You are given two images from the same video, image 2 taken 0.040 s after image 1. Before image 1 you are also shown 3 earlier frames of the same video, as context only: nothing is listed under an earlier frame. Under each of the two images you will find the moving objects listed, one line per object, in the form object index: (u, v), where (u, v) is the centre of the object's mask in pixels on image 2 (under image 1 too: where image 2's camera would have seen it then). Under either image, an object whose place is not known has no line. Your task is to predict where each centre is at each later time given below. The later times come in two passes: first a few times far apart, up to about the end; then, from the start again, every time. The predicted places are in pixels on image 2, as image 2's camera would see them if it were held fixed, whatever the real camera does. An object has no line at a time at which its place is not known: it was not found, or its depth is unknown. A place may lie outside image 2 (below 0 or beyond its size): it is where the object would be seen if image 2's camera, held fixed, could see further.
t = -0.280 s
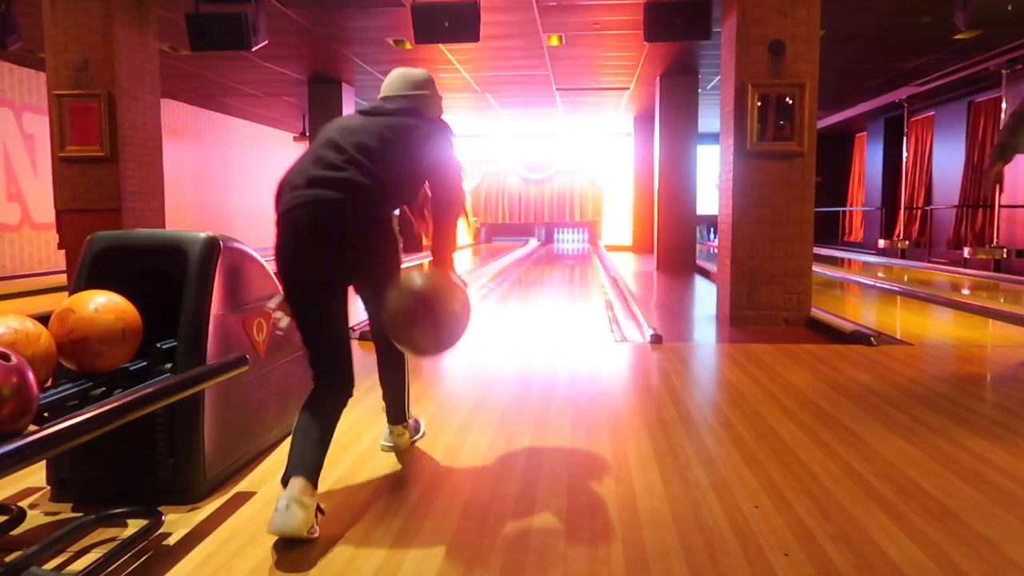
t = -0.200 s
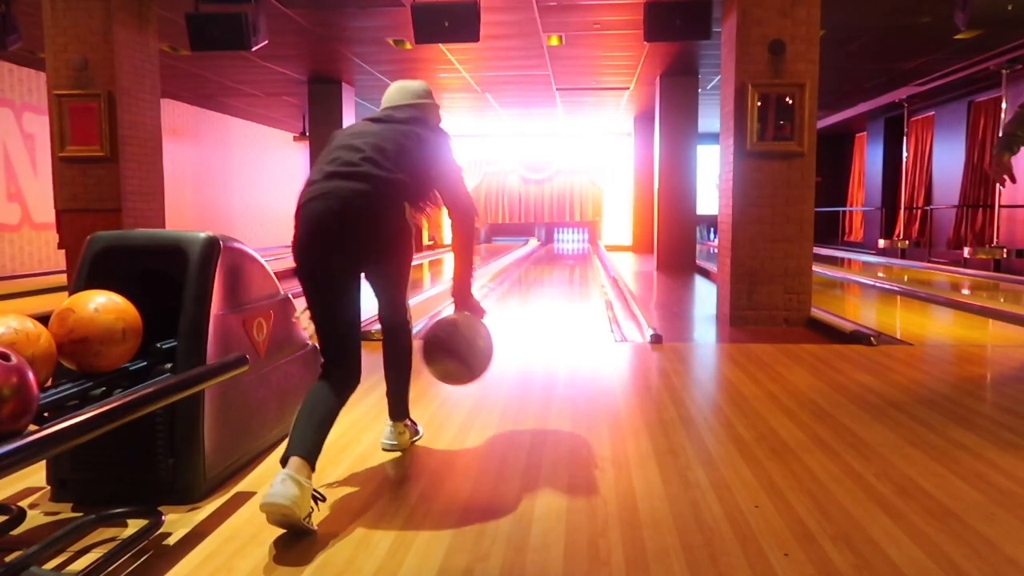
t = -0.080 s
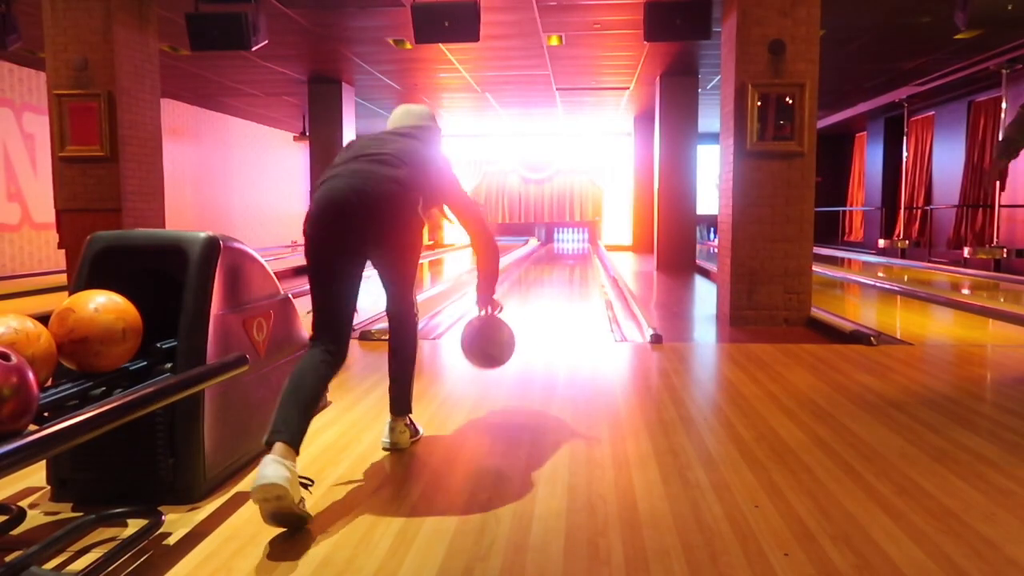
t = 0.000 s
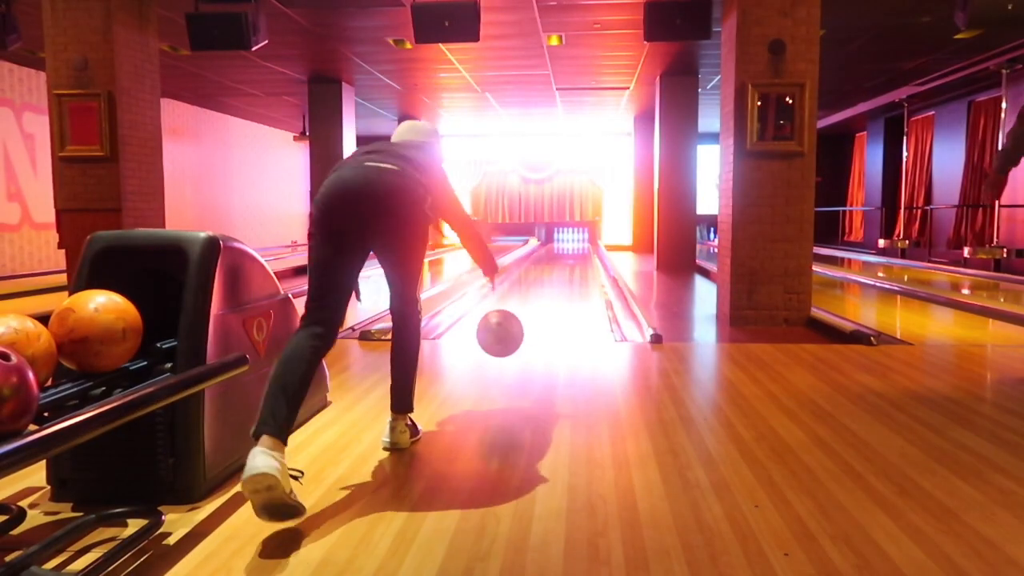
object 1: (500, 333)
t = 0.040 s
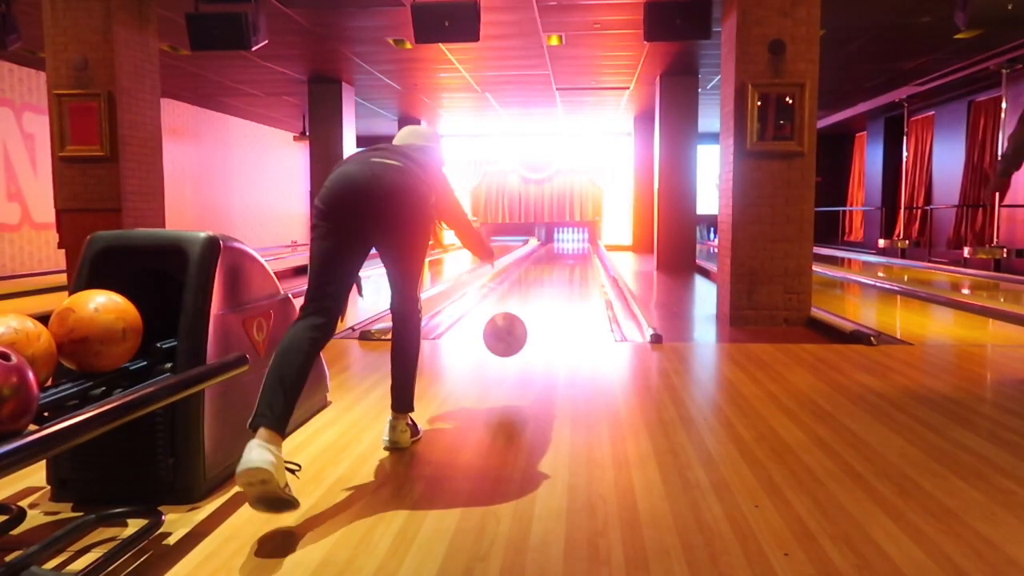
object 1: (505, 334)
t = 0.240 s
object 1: (522, 322)
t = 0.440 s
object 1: (533, 302)
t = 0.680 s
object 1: (542, 287)
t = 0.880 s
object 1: (546, 278)
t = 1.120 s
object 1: (551, 269)
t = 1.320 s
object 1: (553, 265)
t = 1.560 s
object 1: (556, 259)
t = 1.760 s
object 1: (557, 256)
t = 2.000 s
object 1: (559, 253)
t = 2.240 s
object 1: (560, 251)
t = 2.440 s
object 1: (561, 249)
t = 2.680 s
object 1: (562, 247)
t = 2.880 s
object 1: (563, 246)
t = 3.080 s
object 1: (564, 244)
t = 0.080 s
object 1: (509, 339)
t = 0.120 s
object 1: (513, 340)
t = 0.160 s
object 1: (517, 331)
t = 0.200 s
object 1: (520, 325)
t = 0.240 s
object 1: (522, 322)
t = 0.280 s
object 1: (525, 317)
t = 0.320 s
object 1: (527, 313)
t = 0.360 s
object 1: (529, 309)
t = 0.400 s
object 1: (531, 306)
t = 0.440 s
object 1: (533, 302)
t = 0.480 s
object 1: (534, 299)
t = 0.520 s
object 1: (536, 296)
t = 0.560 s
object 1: (538, 294)
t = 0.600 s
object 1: (539, 291)
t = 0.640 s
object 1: (540, 289)
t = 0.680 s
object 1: (542, 287)
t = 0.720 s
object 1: (543, 285)
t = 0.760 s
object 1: (544, 283)
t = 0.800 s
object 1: (544, 281)
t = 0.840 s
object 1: (545, 280)
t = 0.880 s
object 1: (546, 278)
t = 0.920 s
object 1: (547, 276)
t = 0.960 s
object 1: (548, 275)
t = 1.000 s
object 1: (548, 273)
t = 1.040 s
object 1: (549, 272)
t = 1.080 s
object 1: (550, 271)
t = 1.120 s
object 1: (551, 269)
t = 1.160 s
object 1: (551, 268)
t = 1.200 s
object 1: (552, 267)
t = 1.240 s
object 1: (552, 266)
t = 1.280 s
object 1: (553, 265)
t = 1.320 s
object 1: (553, 265)
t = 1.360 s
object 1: (554, 263)
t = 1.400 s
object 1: (554, 262)
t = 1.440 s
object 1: (555, 262)
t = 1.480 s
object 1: (555, 261)
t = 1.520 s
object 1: (555, 260)
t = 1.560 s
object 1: (556, 259)
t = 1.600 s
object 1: (556, 259)
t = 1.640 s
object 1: (556, 258)
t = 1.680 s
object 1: (557, 257)
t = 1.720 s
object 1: (557, 256)
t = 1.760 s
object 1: (557, 256)
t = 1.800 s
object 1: (557, 256)
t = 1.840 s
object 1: (558, 255)
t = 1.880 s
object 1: (558, 254)
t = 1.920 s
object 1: (559, 254)
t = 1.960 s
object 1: (559, 254)
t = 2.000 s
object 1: (559, 253)
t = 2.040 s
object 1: (559, 253)
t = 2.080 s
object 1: (560, 252)
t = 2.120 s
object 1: (560, 252)
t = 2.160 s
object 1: (560, 252)
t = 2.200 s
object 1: (560, 251)
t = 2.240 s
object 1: (560, 251)
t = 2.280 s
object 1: (560, 251)
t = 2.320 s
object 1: (561, 250)
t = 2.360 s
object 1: (561, 250)
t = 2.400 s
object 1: (561, 249)
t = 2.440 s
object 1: (561, 249)
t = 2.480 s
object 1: (562, 248)
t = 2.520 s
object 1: (562, 248)
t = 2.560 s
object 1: (562, 248)
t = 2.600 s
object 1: (562, 248)
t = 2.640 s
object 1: (562, 247)
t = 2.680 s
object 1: (562, 247)
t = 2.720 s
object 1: (563, 247)
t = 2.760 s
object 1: (563, 246)
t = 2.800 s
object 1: (563, 246)
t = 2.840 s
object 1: (563, 246)
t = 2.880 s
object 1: (563, 246)
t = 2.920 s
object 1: (563, 245)
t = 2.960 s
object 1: (564, 245)
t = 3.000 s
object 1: (564, 245)
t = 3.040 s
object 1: (564, 245)
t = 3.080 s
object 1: (564, 244)
